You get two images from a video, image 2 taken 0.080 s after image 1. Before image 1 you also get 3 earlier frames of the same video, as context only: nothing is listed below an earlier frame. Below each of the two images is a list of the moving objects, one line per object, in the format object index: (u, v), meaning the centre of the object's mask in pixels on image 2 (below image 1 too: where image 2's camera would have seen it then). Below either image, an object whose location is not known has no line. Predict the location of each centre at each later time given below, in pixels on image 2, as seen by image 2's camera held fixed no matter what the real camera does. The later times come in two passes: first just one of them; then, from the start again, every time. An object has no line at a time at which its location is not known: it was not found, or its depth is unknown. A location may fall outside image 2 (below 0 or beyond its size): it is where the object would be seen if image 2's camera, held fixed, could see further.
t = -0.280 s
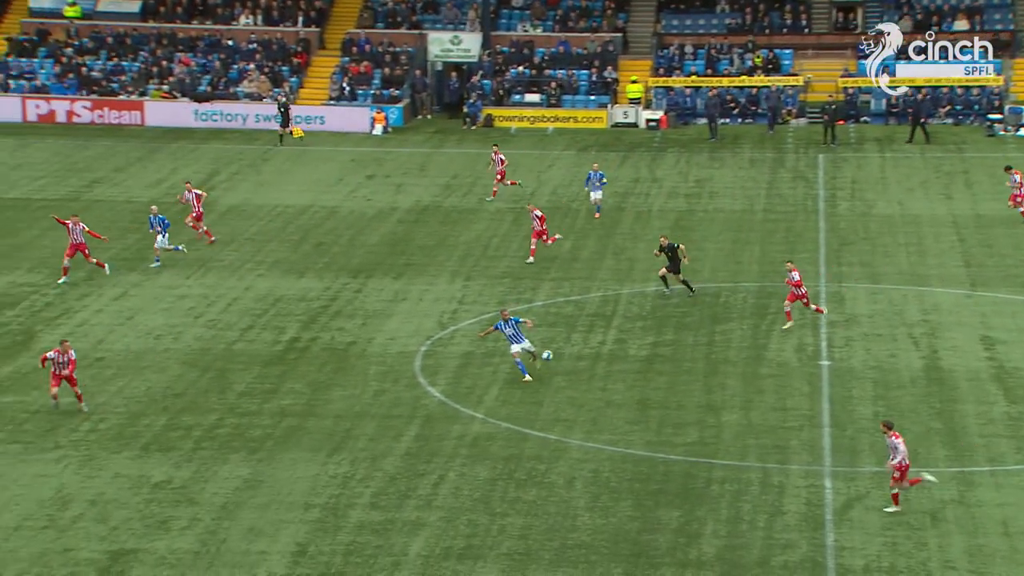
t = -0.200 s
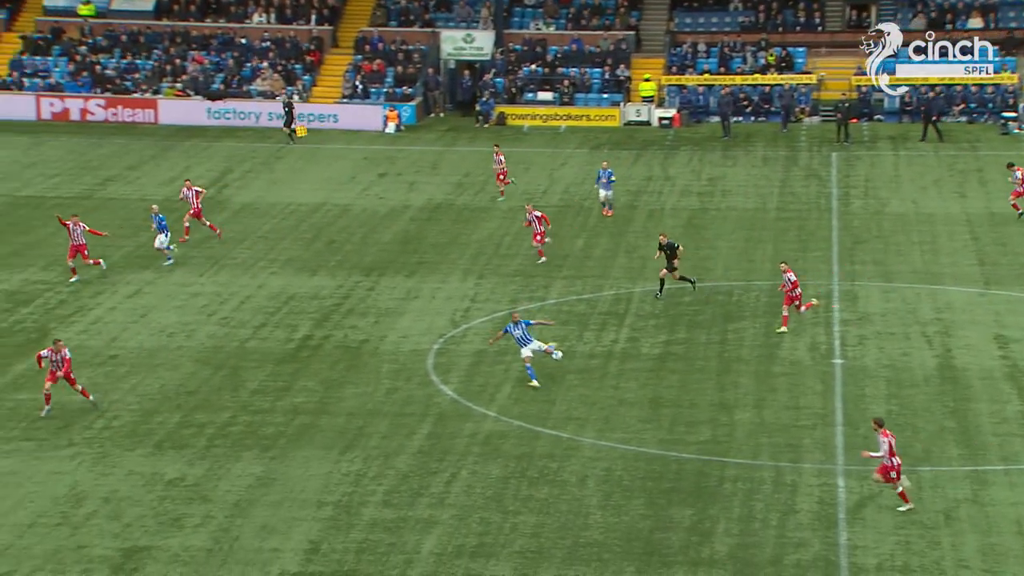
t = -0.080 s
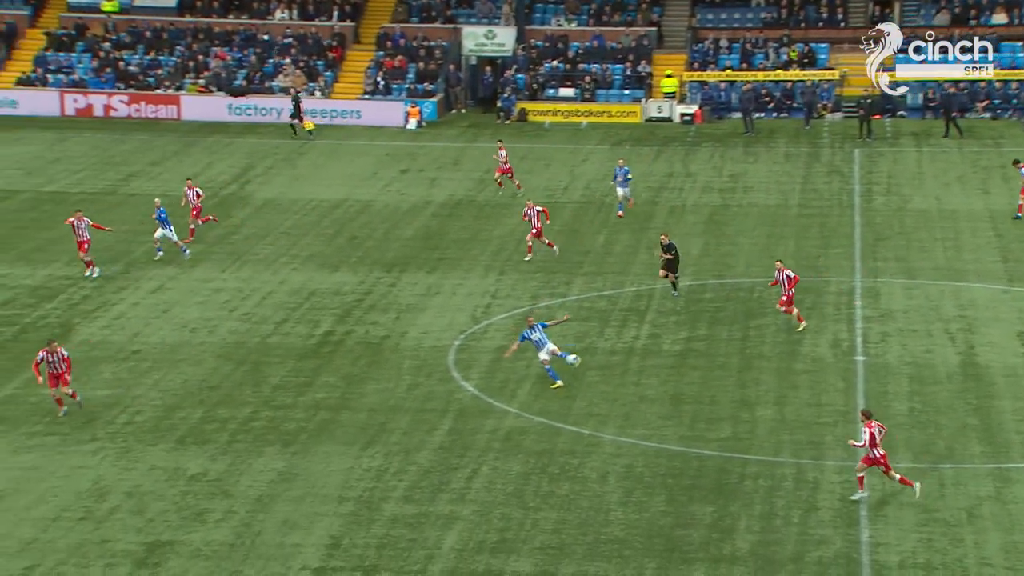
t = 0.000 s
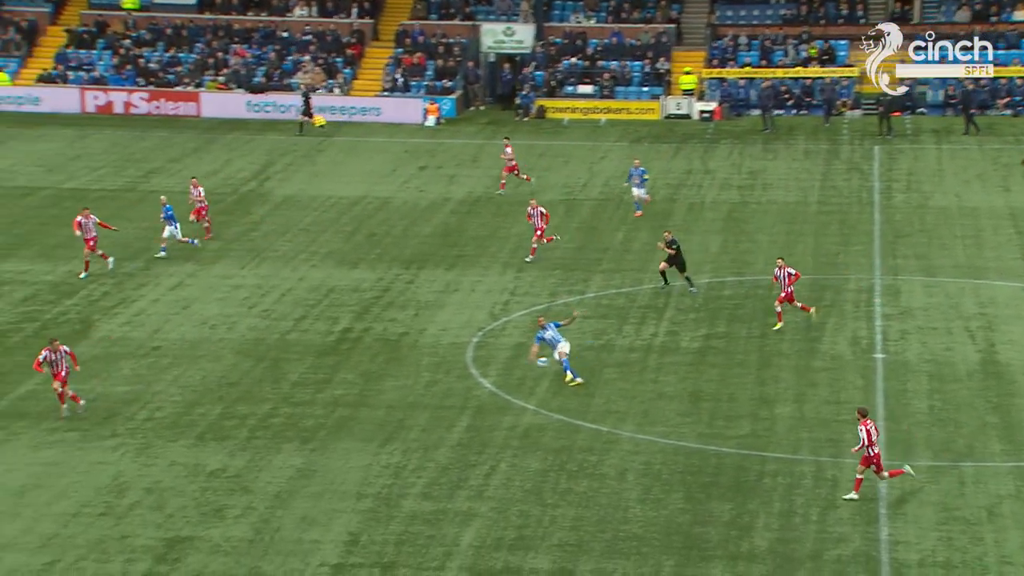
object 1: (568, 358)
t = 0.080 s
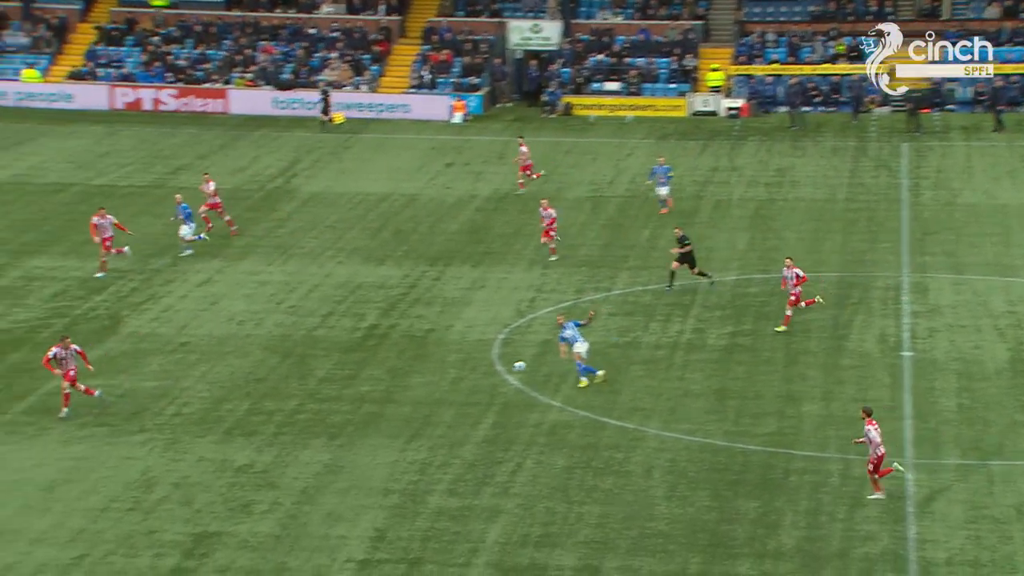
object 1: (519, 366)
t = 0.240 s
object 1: (416, 386)
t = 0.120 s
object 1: (493, 371)
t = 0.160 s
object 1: (468, 375)
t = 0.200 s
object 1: (442, 380)
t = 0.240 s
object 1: (416, 386)
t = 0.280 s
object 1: (389, 392)
